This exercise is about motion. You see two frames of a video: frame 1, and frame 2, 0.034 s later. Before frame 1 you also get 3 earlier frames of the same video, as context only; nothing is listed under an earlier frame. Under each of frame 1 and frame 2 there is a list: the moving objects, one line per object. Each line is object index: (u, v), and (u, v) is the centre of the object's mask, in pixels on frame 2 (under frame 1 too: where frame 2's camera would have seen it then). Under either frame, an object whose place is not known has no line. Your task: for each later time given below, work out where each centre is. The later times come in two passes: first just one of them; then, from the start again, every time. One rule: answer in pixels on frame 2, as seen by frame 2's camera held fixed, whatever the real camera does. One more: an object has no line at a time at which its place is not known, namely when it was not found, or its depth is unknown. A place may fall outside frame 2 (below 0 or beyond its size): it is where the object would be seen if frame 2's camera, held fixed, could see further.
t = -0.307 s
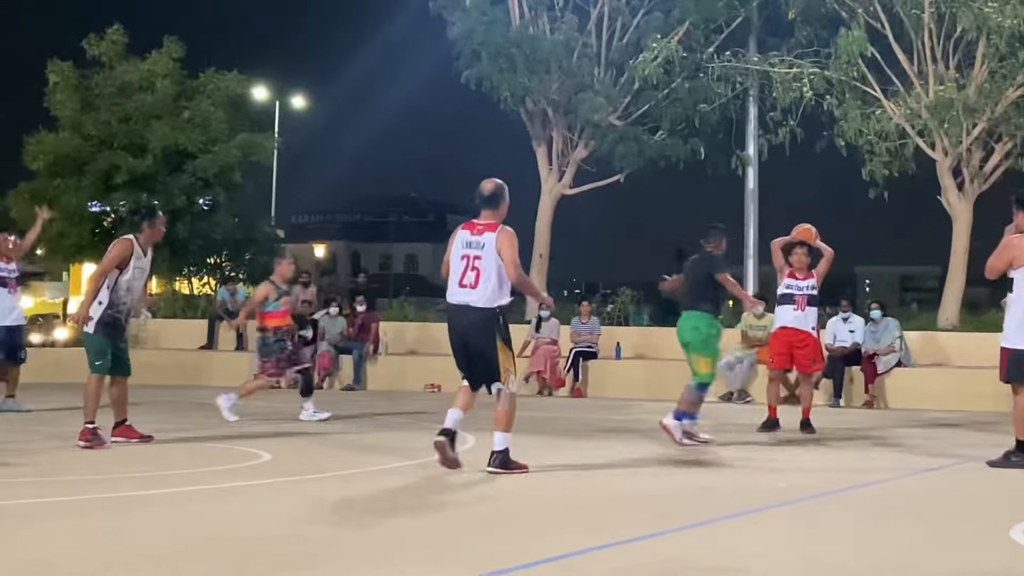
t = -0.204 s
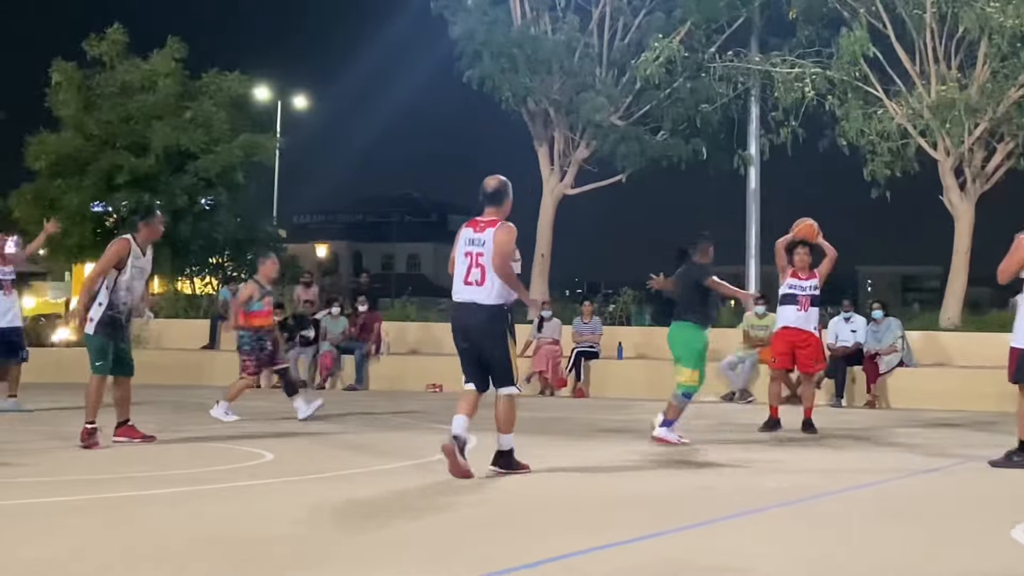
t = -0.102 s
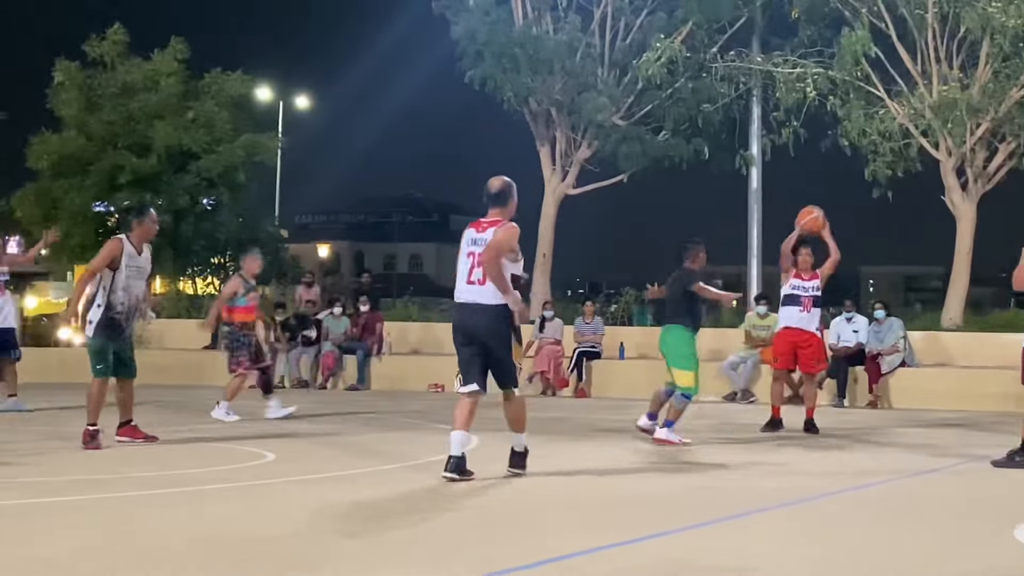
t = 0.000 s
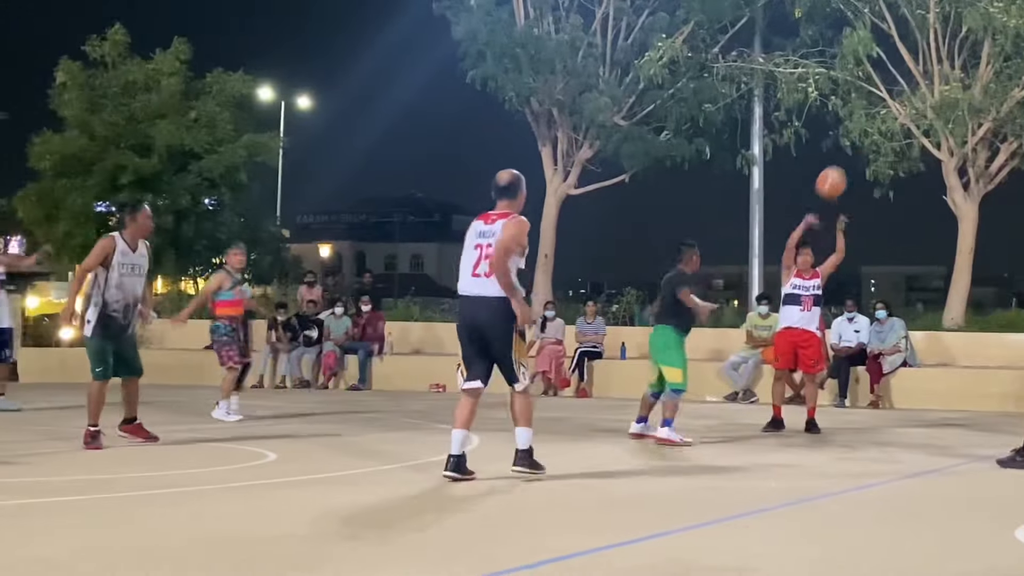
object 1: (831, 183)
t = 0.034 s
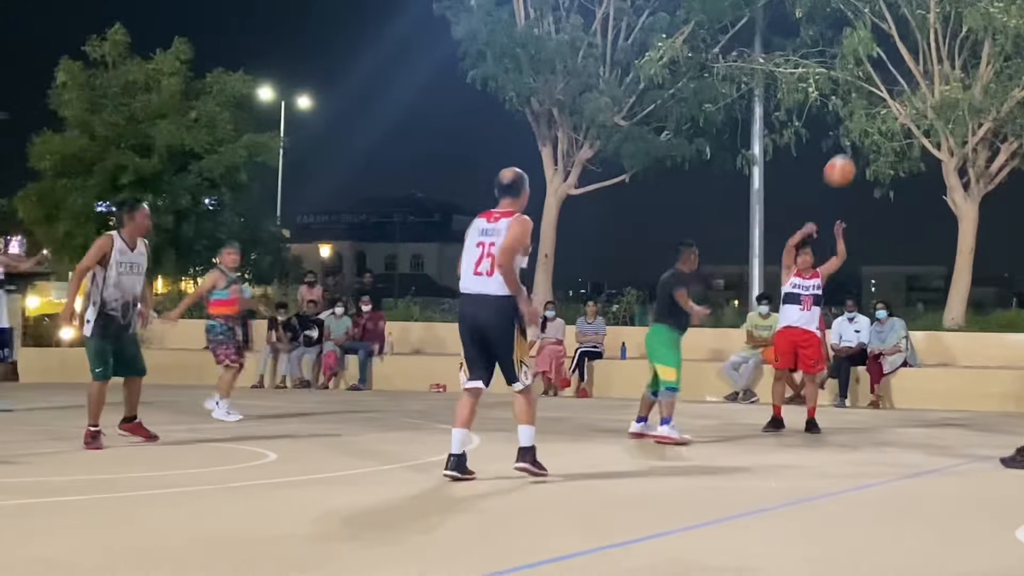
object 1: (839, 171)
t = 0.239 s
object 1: (897, 120)
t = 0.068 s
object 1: (848, 160)
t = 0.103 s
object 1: (856, 150)
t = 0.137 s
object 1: (866, 140)
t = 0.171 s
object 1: (876, 132)
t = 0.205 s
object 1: (886, 125)
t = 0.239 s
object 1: (897, 120)
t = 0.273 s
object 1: (906, 116)
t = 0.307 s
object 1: (917, 113)
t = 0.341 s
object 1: (928, 111)
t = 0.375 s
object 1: (941, 108)
